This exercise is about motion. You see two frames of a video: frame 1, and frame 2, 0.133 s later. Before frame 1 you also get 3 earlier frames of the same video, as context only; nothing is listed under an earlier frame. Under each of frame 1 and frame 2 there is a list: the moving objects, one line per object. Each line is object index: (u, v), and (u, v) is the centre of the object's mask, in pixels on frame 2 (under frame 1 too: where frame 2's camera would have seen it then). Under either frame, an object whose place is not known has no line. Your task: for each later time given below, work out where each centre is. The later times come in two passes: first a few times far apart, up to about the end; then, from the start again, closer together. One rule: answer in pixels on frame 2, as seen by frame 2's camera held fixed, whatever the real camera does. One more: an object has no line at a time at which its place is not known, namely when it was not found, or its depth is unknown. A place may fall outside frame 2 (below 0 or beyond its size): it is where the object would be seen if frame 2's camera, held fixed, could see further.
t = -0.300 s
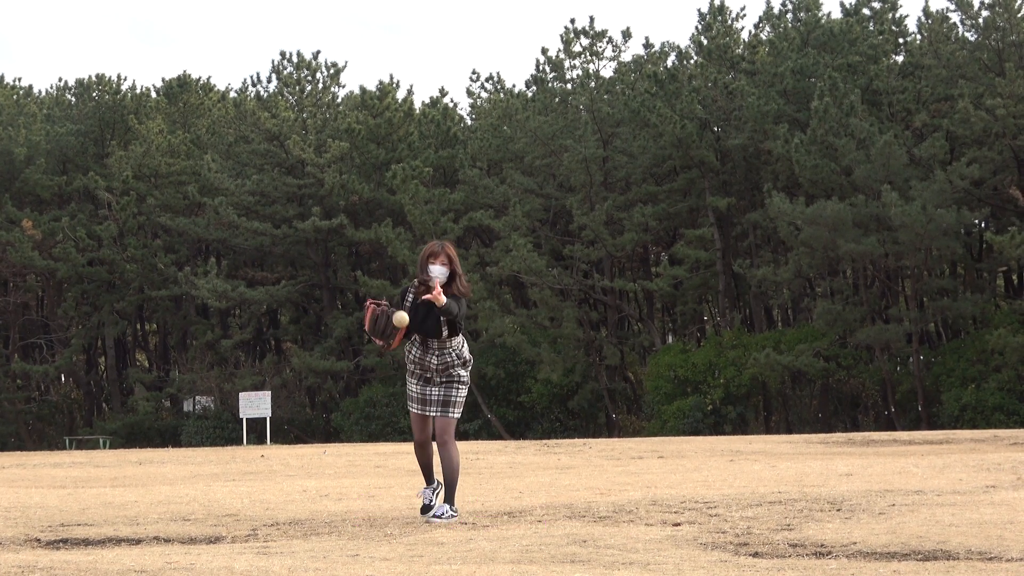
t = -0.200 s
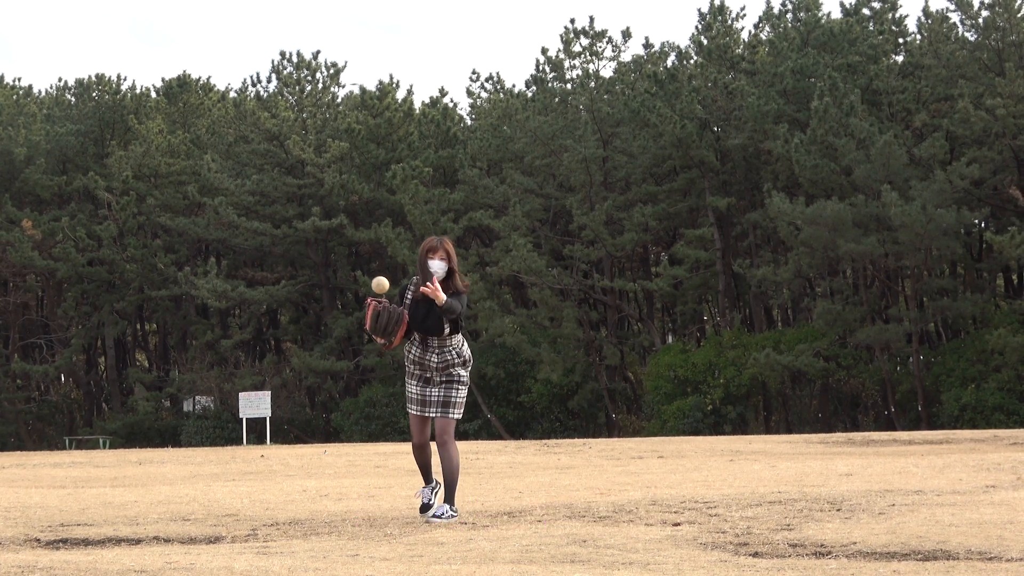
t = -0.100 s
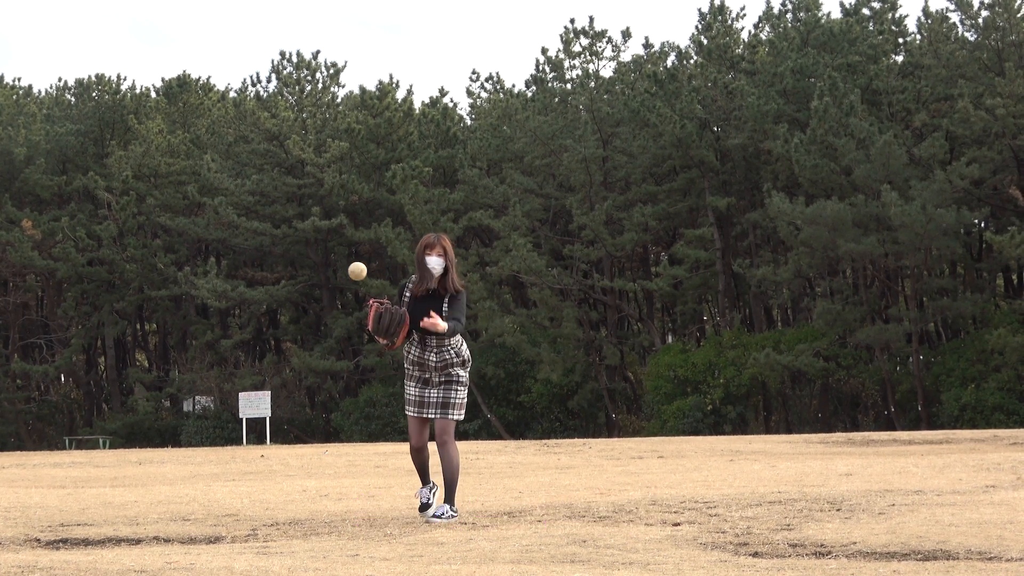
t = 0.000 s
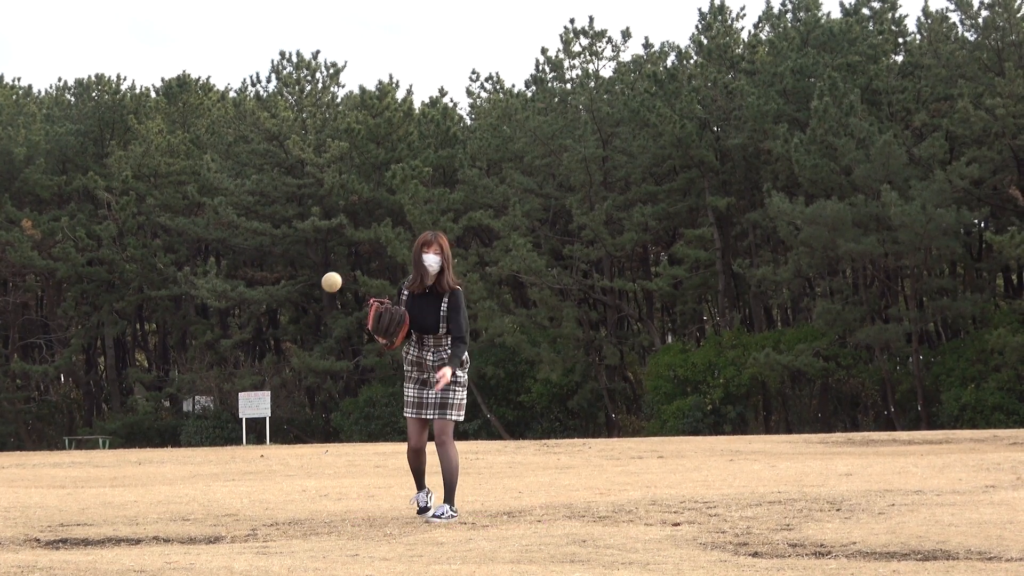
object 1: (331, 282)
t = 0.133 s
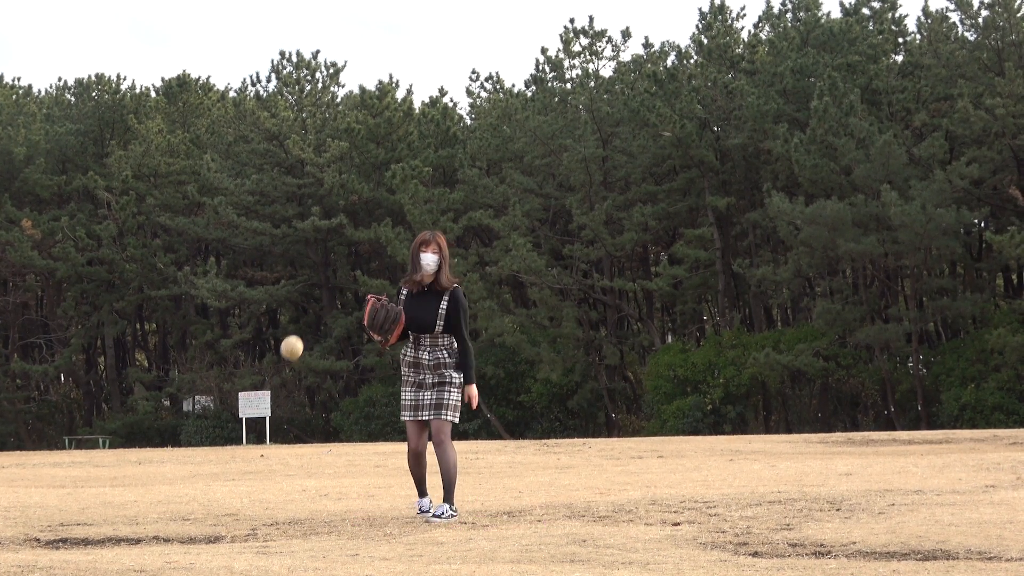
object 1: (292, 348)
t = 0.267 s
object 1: (242, 494)
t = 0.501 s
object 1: (165, 503)
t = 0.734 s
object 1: (78, 555)
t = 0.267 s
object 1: (242, 494)
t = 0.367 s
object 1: (205, 567)
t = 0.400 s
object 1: (195, 548)
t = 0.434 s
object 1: (185, 529)
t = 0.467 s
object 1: (175, 514)
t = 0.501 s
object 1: (165, 503)
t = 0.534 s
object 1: (154, 495)
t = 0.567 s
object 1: (142, 492)
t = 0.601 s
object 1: (130, 494)
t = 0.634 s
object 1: (119, 501)
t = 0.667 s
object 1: (106, 513)
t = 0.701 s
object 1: (92, 530)
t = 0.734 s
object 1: (78, 555)
